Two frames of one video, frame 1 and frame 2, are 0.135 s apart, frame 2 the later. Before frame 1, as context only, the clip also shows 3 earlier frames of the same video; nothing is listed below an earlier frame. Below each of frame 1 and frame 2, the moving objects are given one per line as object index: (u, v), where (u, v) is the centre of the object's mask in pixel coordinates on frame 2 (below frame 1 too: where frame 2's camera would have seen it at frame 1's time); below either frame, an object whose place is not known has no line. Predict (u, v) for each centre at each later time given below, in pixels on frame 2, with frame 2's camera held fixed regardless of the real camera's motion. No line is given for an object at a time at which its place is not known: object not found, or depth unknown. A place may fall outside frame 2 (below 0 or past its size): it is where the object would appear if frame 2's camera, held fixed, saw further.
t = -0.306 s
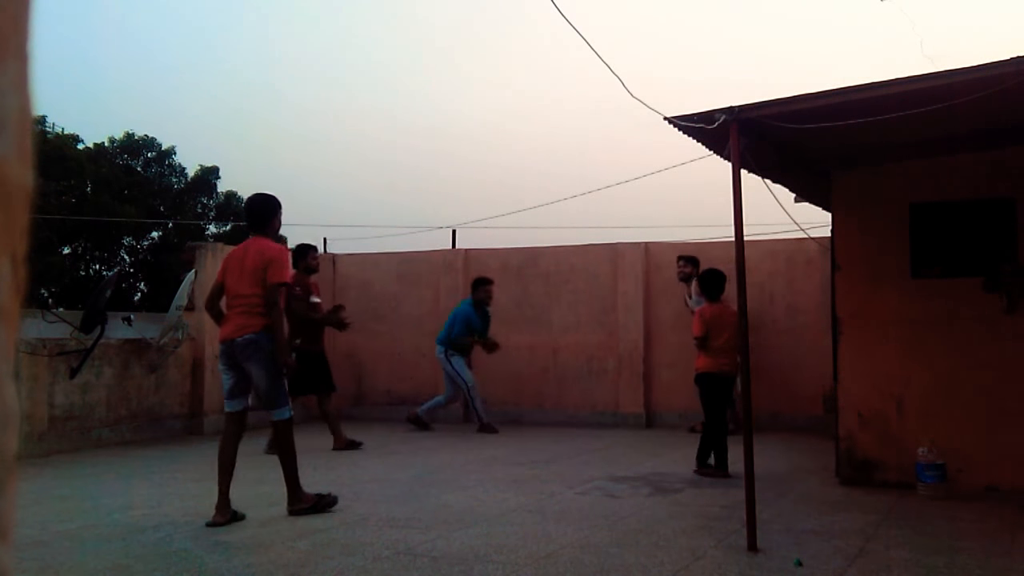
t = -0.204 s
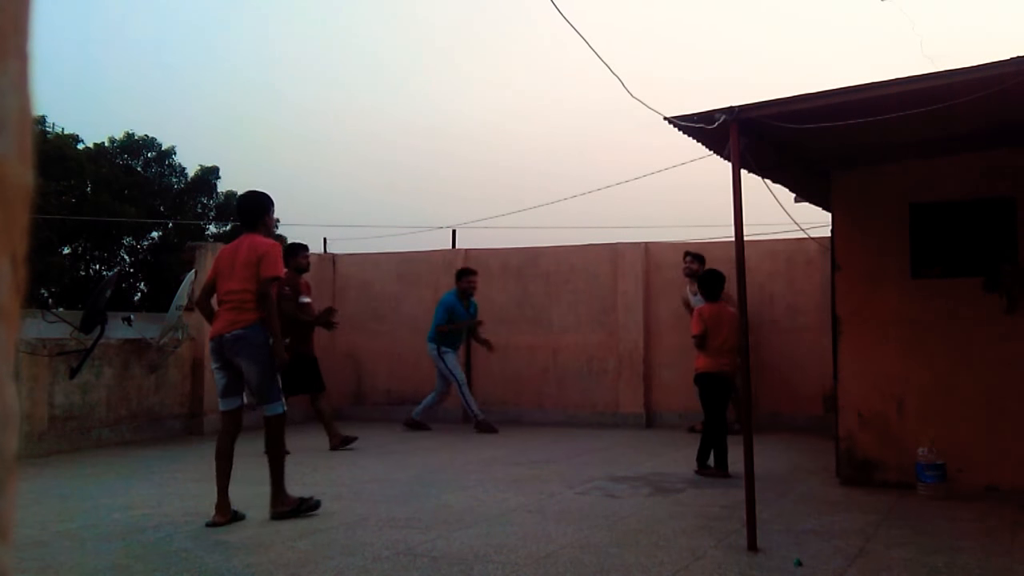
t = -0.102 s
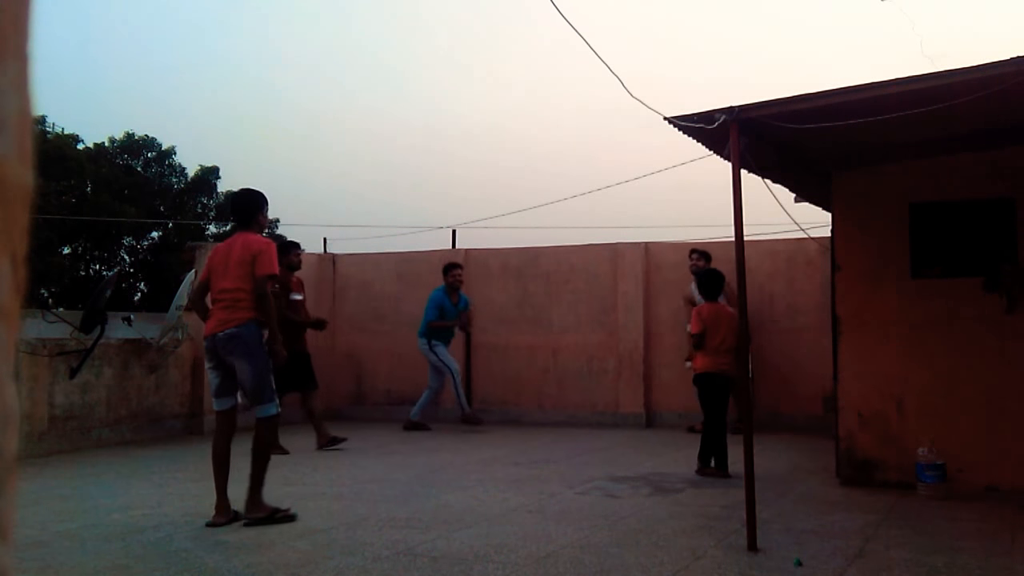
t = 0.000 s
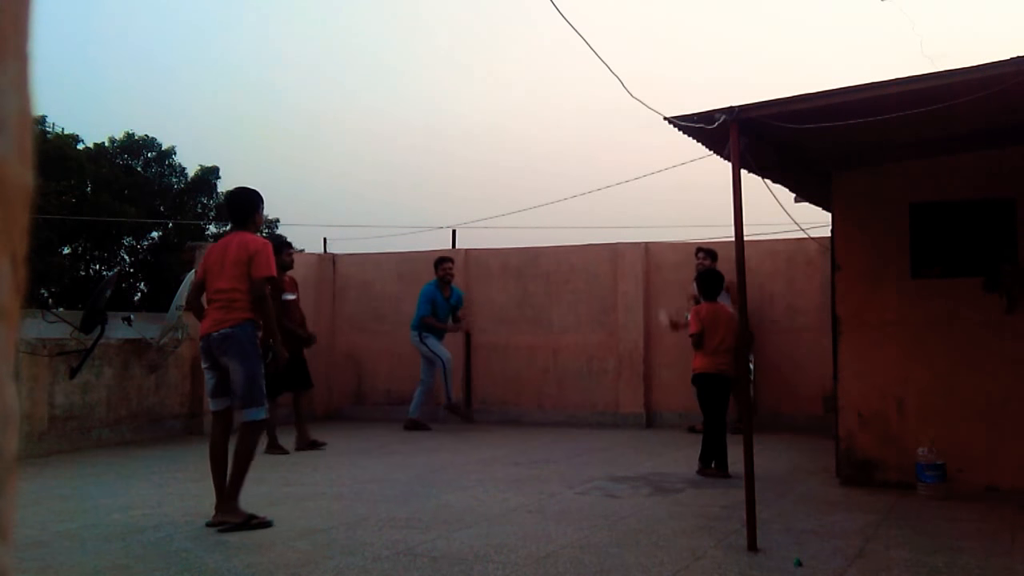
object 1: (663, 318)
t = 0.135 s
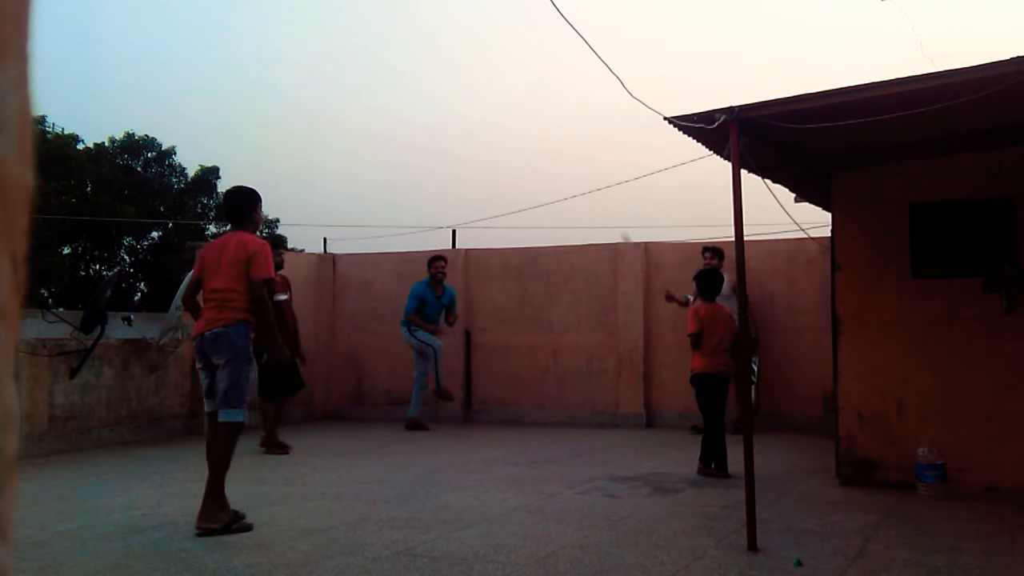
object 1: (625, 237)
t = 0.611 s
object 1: (437, 60)
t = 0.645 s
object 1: (417, 56)
